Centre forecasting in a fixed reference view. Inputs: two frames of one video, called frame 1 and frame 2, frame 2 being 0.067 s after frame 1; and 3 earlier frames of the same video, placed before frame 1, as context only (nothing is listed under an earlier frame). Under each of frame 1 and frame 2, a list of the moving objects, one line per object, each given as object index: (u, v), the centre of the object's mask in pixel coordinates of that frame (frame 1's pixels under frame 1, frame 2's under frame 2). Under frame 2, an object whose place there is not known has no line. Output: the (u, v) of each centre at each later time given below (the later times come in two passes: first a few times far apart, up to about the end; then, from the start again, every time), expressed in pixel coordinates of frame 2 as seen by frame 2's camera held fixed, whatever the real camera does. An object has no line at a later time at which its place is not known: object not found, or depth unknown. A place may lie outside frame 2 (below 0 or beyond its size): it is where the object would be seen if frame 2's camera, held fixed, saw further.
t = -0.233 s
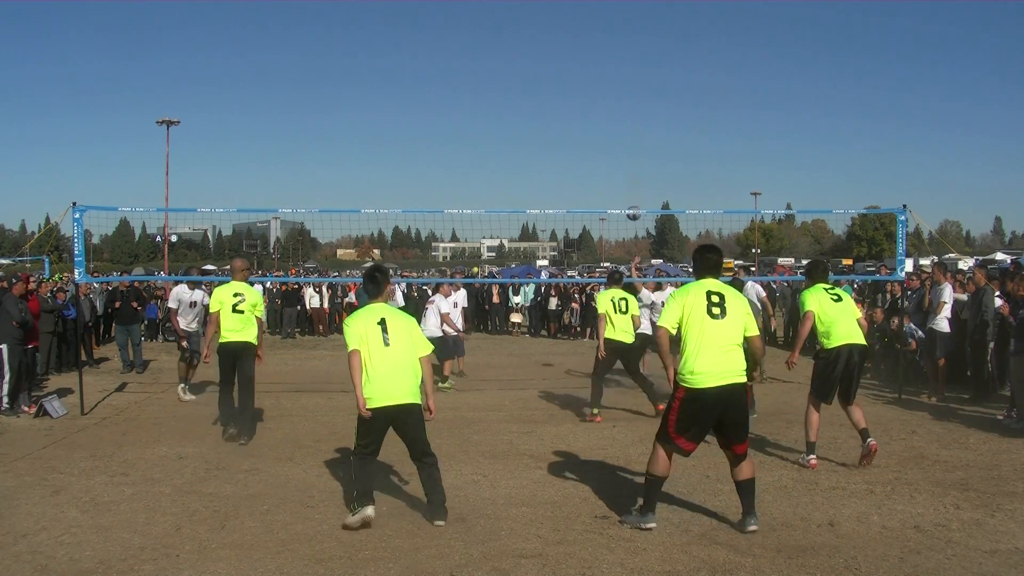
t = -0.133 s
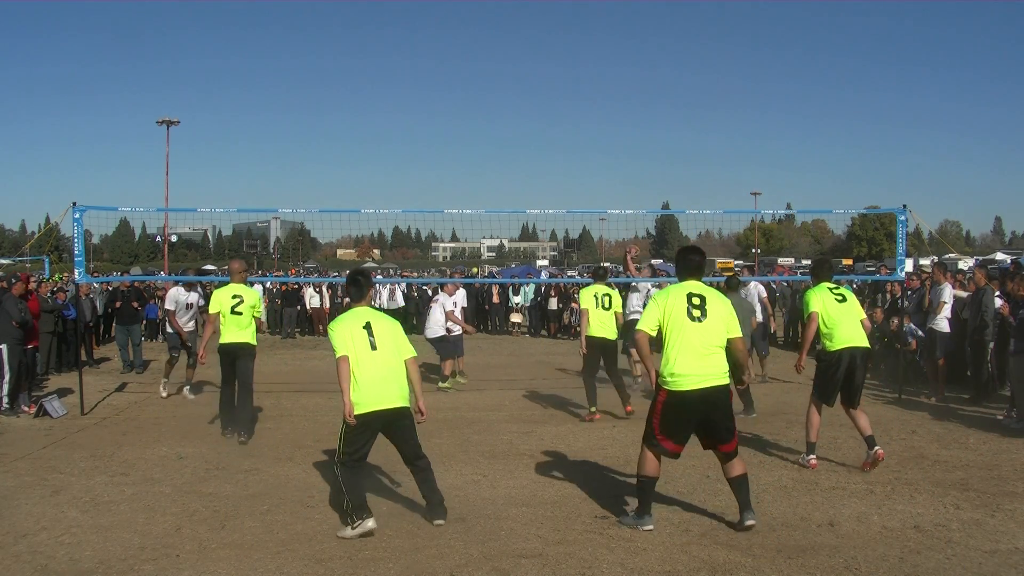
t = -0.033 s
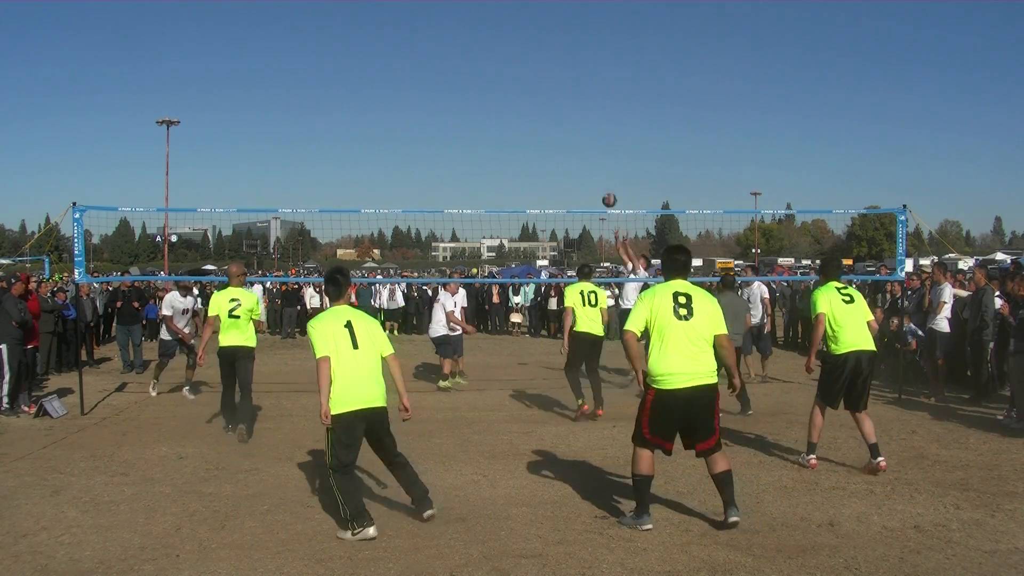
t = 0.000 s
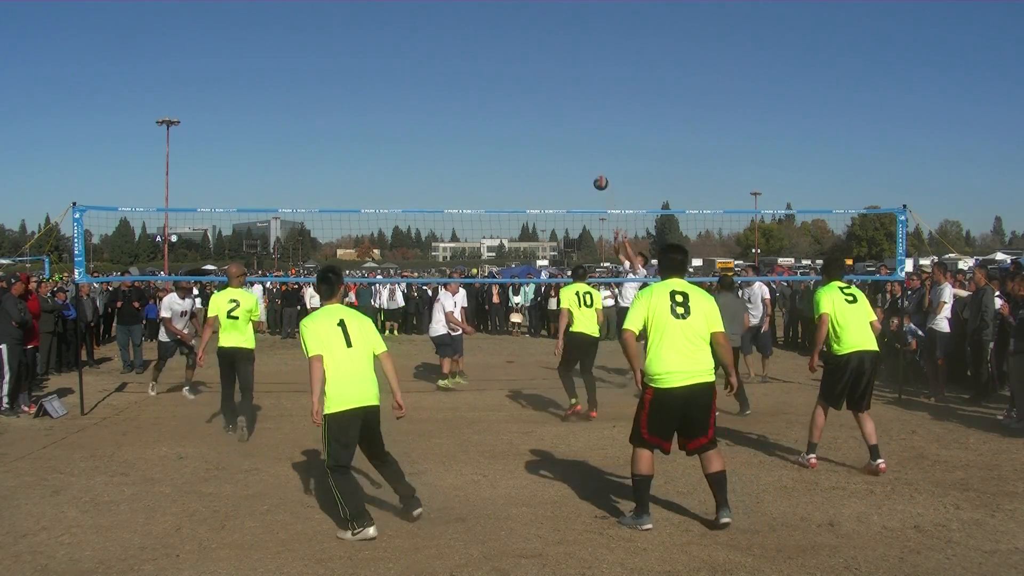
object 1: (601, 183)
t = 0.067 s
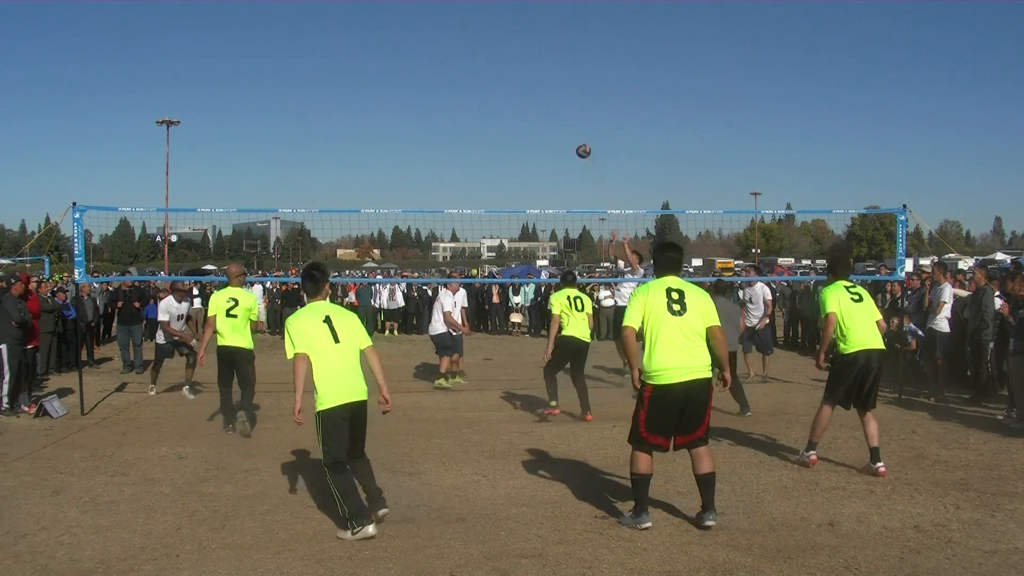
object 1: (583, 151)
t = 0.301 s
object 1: (522, 65)
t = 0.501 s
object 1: (469, 21)
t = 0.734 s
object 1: (409, 6)
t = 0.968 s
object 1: (347, 30)
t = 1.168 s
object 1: (294, 84)
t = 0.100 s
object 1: (575, 136)
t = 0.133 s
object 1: (566, 122)
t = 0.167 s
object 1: (557, 109)
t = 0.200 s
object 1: (548, 97)
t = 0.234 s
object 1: (539, 85)
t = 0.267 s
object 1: (530, 75)
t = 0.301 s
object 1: (522, 65)
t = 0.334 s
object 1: (513, 55)
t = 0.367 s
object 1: (504, 47)
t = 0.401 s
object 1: (496, 39)
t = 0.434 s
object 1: (487, 33)
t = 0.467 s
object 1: (478, 26)
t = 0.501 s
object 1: (469, 21)
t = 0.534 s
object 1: (460, 16)
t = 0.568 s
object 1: (452, 12)
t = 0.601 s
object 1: (443, 10)
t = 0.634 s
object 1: (435, 7)
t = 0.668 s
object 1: (426, 6)
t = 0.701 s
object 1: (417, 6)
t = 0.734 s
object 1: (409, 6)
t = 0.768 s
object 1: (400, 7)
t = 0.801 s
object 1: (391, 8)
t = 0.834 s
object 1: (382, 11)
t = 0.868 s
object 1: (373, 15)
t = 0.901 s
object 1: (365, 19)
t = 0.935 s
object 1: (355, 24)
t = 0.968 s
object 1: (347, 30)
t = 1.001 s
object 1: (338, 37)
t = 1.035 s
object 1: (329, 44)
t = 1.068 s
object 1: (320, 53)
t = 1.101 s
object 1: (312, 63)
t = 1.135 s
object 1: (302, 73)
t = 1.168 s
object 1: (294, 84)
